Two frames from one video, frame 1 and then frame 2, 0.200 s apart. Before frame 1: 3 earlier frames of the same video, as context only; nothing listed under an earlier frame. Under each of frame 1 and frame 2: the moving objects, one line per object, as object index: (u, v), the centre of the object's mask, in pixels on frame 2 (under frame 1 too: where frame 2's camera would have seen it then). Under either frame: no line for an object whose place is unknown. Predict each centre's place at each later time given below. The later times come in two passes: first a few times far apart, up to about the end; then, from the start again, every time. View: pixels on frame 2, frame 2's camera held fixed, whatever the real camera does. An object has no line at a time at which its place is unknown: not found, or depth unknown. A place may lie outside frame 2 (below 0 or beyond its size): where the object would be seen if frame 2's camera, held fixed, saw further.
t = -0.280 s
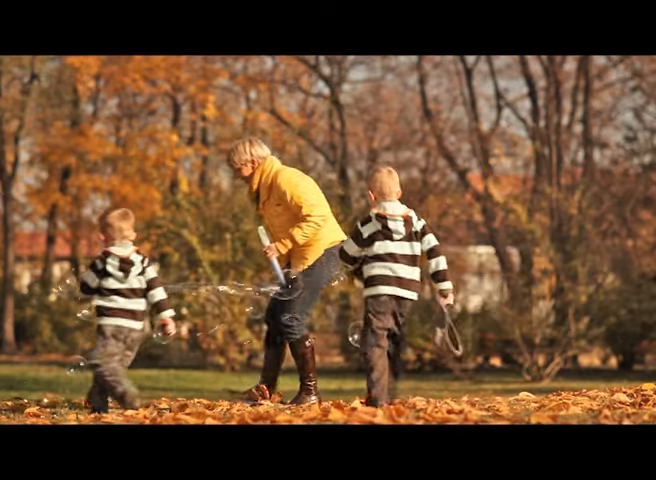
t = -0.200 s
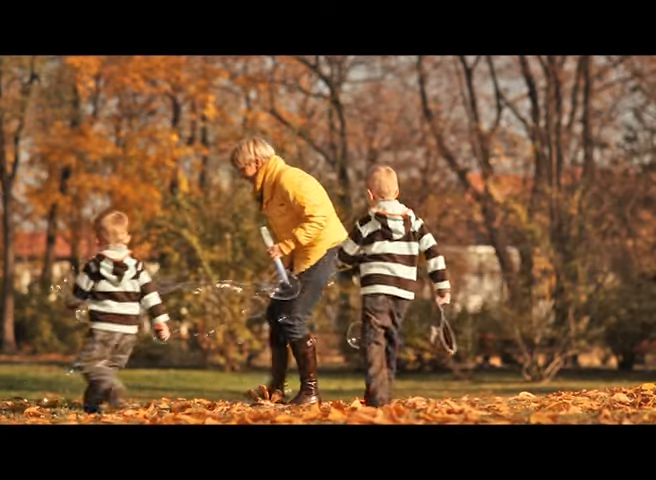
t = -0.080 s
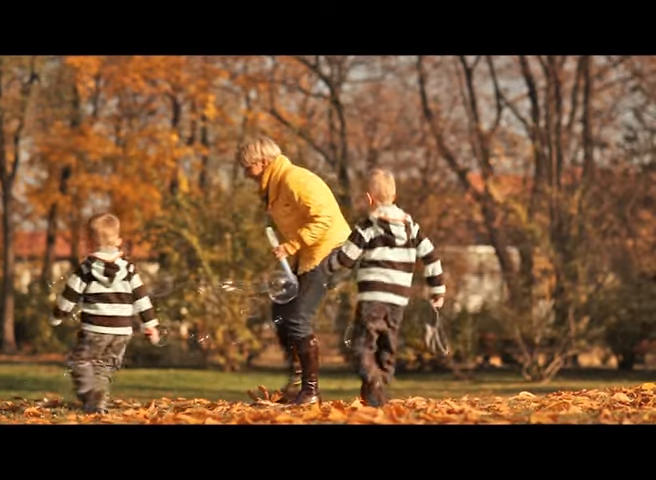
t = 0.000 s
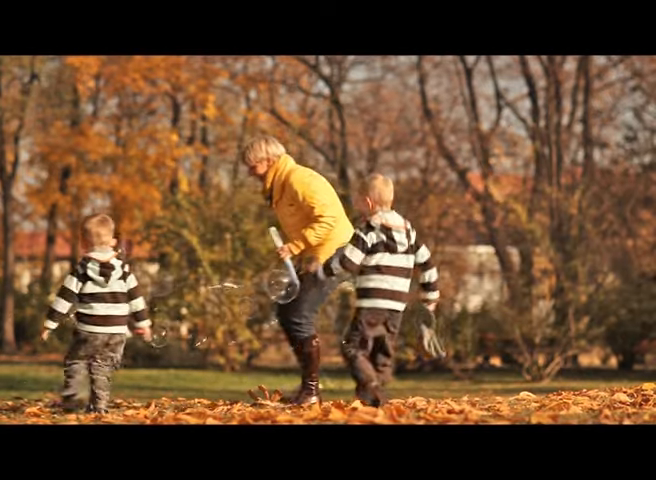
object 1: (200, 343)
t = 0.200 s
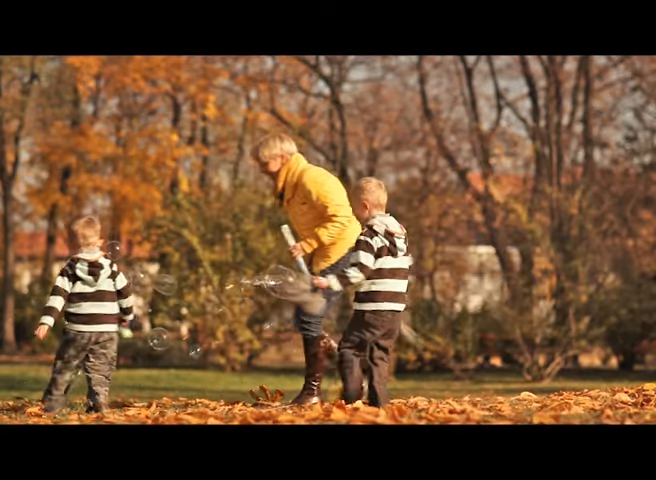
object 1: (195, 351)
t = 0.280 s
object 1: (193, 354)
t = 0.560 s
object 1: (193, 364)
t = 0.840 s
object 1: (191, 368)
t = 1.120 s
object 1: (188, 373)
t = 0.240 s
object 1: (194, 353)
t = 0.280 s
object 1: (193, 354)
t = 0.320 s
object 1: (193, 355)
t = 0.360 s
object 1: (193, 357)
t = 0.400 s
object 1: (193, 359)
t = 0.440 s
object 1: (193, 360)
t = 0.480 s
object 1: (193, 362)
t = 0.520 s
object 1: (193, 363)
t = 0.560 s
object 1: (193, 364)
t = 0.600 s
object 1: (192, 364)
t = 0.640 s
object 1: (192, 365)
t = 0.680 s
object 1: (192, 366)
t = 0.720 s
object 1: (192, 367)
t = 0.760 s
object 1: (192, 367)
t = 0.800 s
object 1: (192, 367)
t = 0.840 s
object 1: (191, 368)
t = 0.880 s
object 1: (191, 368)
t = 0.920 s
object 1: (189, 371)
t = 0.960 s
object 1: (189, 371)
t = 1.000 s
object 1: (189, 371)
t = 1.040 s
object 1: (189, 372)
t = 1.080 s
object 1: (188, 373)
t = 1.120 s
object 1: (188, 373)
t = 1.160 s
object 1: (187, 373)
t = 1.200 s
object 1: (187, 373)
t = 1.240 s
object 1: (186, 373)
